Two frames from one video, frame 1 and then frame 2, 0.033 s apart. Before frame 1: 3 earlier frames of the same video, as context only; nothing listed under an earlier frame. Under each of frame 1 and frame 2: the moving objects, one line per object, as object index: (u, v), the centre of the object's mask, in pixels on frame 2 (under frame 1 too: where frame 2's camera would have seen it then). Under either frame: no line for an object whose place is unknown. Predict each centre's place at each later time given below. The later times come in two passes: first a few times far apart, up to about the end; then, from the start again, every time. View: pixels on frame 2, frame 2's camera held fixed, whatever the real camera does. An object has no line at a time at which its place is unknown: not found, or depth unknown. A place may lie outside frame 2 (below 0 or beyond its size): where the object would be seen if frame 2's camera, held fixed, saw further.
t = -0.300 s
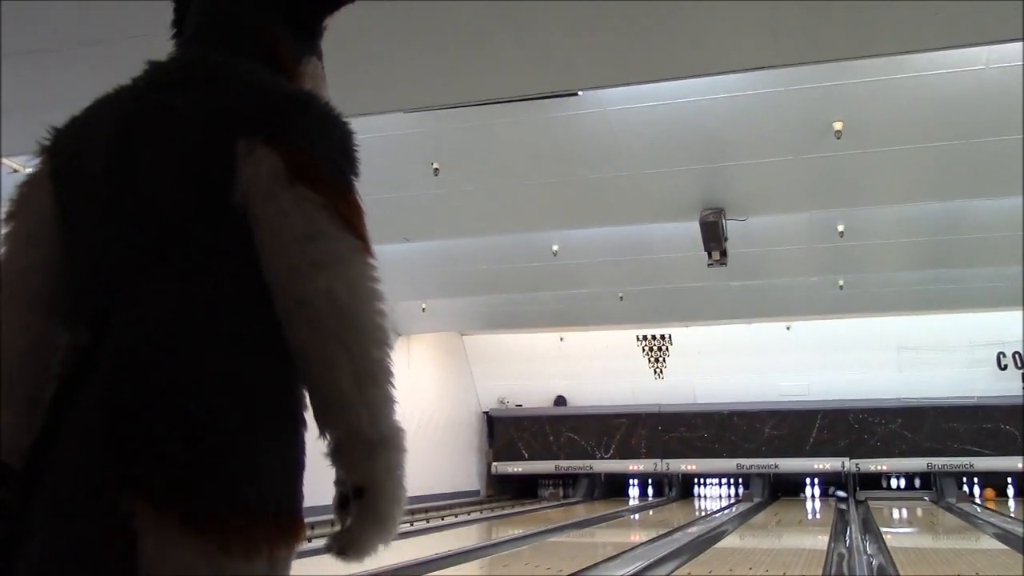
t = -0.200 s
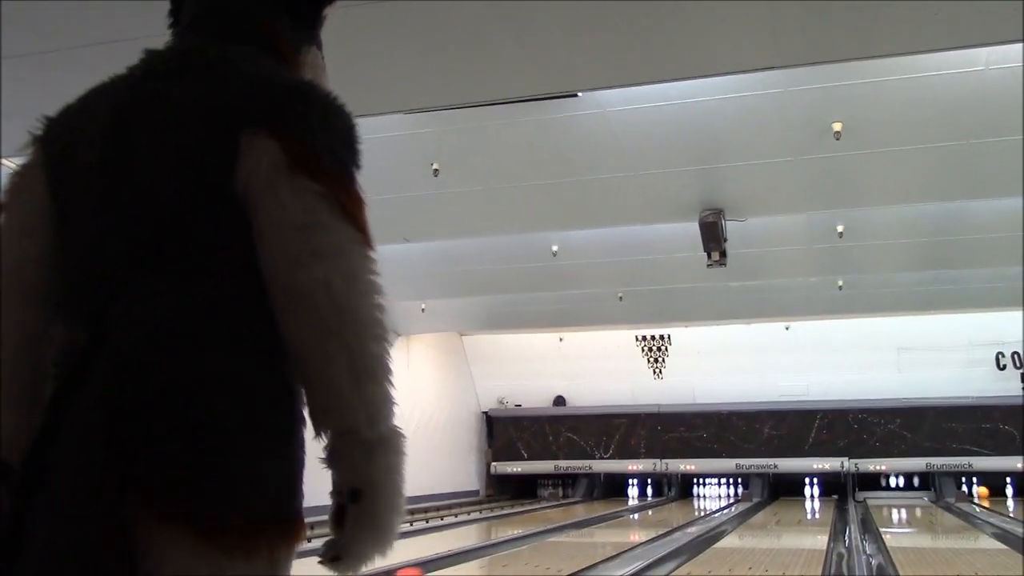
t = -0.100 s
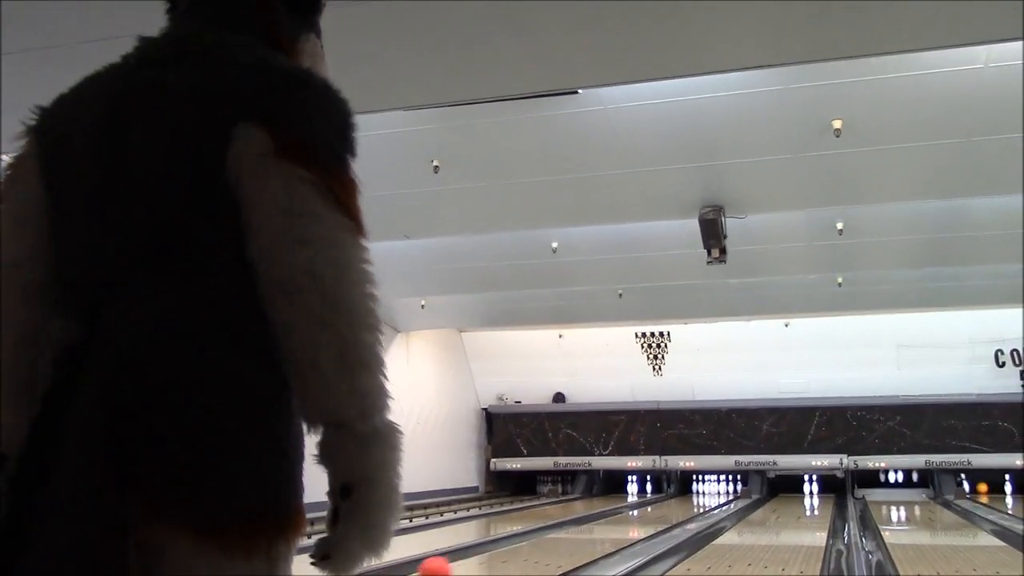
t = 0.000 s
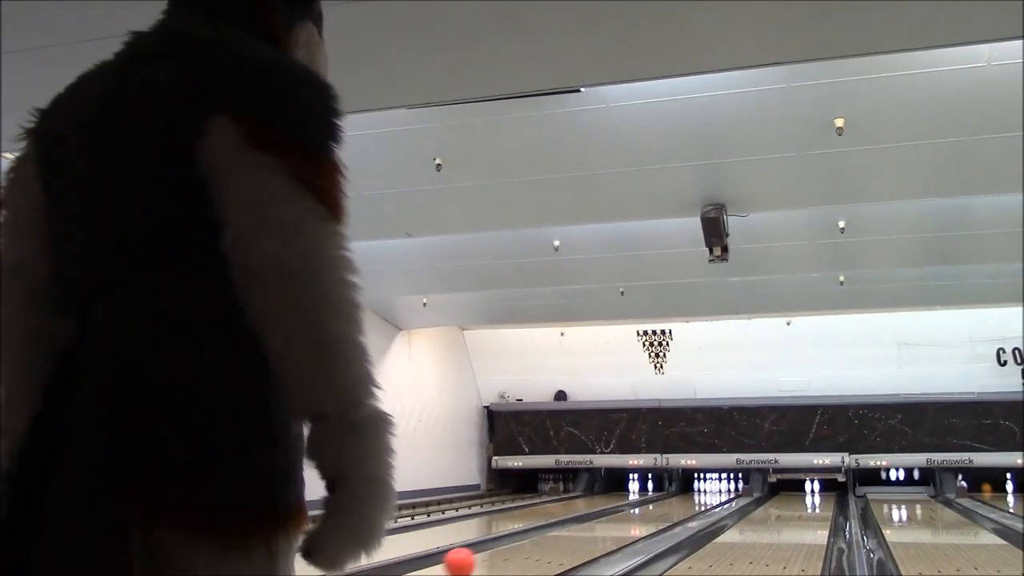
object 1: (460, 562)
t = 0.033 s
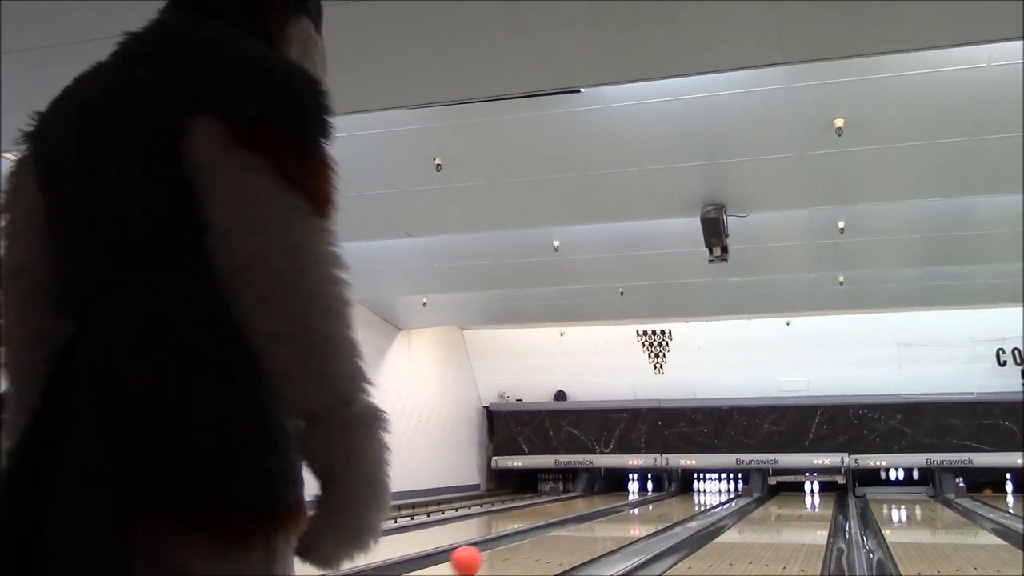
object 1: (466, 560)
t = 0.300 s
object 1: (512, 546)
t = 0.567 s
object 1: (548, 536)
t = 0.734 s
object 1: (580, 531)
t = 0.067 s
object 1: (473, 559)
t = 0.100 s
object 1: (479, 557)
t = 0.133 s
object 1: (485, 555)
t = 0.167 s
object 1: (491, 553)
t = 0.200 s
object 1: (497, 551)
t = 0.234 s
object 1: (502, 549)
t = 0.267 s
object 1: (507, 548)
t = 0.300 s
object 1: (512, 546)
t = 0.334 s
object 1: (517, 545)
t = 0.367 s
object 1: (522, 543)
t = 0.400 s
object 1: (526, 542)
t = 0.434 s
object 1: (531, 541)
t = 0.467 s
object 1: (535, 540)
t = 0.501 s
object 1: (540, 539)
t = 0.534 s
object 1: (543, 538)
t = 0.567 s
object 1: (548, 536)
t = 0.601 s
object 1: (553, 536)
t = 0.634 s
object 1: (566, 535)
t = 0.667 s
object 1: (571, 534)
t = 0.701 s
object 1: (574, 532)
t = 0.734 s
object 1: (580, 531)
